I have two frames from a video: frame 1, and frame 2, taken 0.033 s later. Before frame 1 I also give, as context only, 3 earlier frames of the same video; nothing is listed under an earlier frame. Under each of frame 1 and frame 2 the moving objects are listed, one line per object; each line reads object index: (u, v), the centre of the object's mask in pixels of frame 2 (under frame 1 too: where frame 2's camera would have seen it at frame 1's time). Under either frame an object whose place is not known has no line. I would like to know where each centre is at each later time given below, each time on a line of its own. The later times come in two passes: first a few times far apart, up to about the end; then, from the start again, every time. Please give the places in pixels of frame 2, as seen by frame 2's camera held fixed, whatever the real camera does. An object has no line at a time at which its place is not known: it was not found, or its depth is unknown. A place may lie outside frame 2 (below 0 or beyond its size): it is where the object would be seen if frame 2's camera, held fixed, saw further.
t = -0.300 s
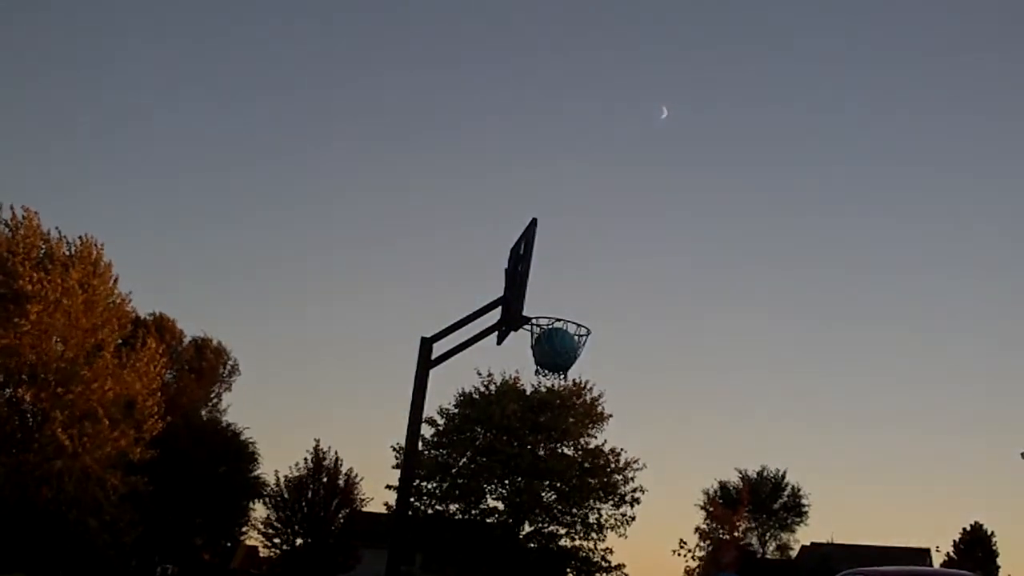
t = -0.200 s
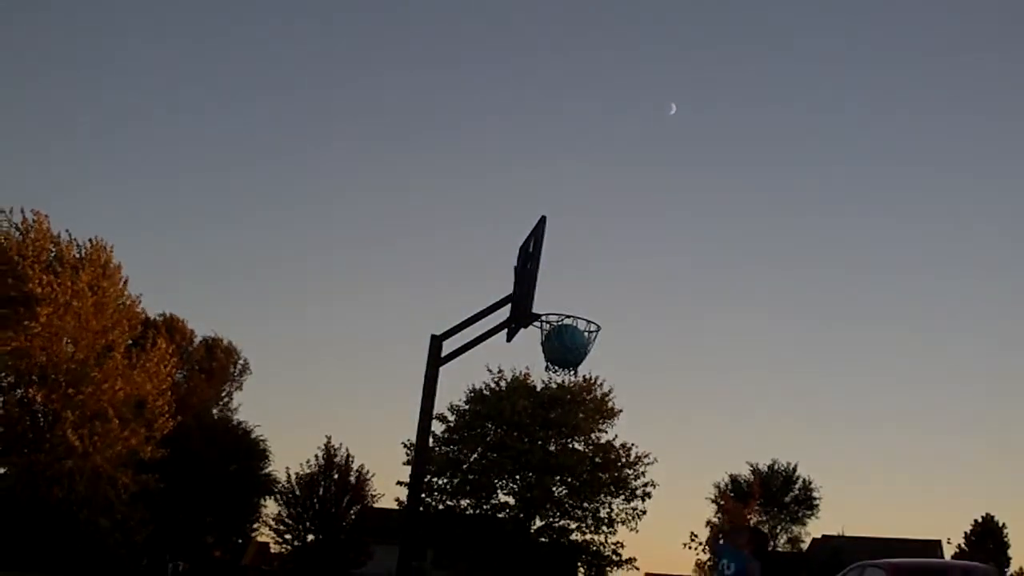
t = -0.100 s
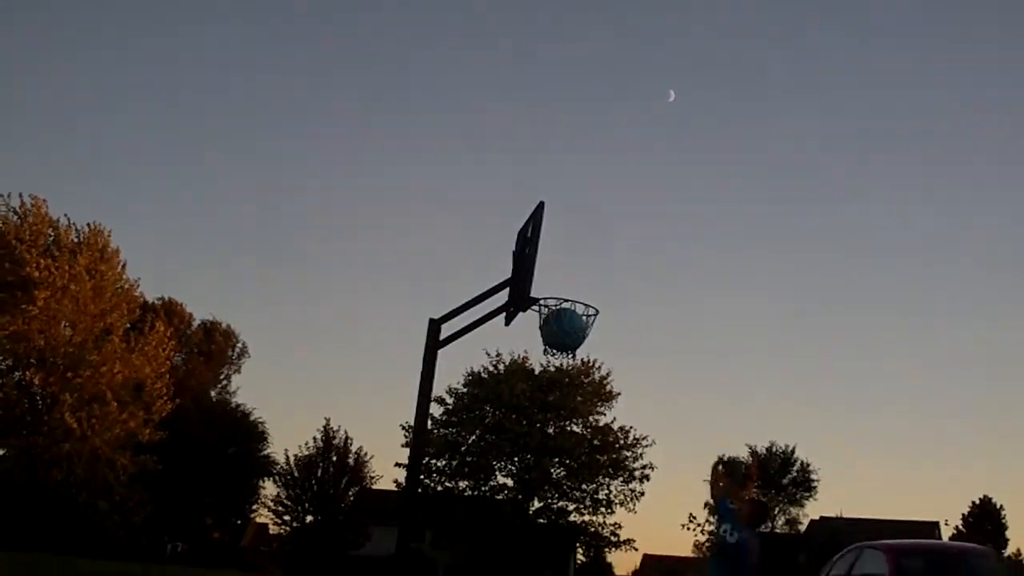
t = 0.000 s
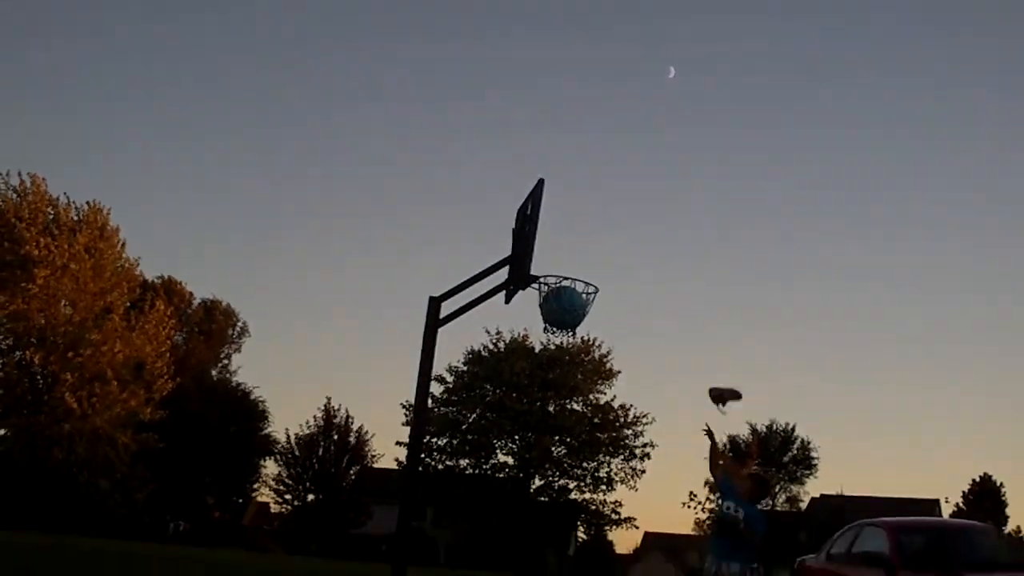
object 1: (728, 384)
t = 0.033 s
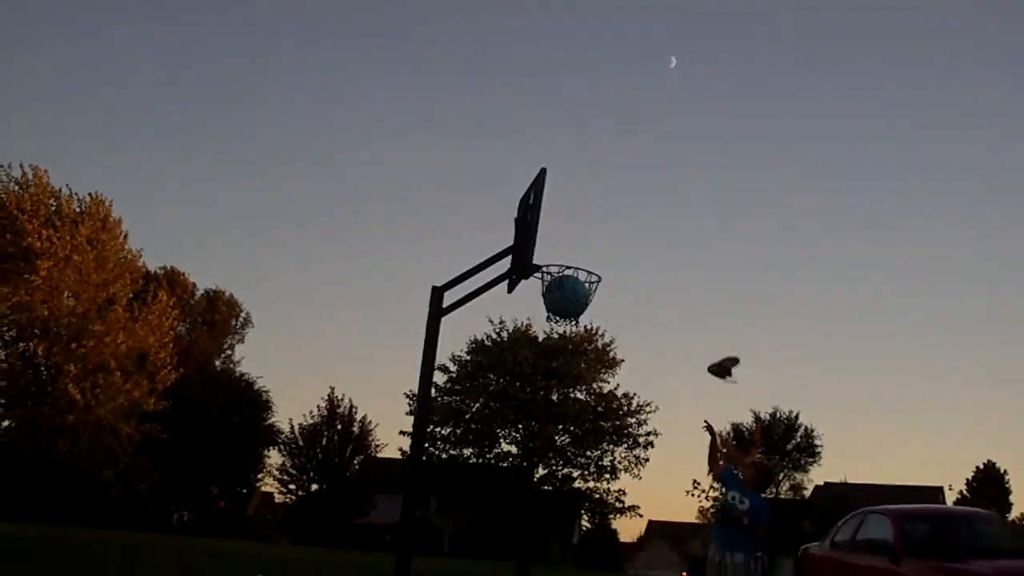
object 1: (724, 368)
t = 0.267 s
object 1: (688, 277)
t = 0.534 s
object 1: (651, 263)
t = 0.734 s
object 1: (612, 314)
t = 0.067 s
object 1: (721, 351)
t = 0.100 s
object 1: (718, 336)
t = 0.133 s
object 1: (713, 320)
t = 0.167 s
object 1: (708, 305)
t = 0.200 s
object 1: (702, 292)
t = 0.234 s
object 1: (694, 283)
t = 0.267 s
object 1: (688, 277)
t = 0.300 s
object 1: (683, 273)
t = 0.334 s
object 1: (679, 271)
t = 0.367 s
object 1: (675, 267)
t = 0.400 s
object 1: (671, 266)
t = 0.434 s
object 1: (668, 264)
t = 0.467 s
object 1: (663, 262)
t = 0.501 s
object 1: (657, 262)
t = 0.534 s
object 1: (651, 263)
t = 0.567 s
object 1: (644, 267)
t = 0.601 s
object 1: (637, 273)
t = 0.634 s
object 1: (629, 280)
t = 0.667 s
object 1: (622, 290)
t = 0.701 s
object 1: (616, 302)
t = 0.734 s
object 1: (612, 314)
